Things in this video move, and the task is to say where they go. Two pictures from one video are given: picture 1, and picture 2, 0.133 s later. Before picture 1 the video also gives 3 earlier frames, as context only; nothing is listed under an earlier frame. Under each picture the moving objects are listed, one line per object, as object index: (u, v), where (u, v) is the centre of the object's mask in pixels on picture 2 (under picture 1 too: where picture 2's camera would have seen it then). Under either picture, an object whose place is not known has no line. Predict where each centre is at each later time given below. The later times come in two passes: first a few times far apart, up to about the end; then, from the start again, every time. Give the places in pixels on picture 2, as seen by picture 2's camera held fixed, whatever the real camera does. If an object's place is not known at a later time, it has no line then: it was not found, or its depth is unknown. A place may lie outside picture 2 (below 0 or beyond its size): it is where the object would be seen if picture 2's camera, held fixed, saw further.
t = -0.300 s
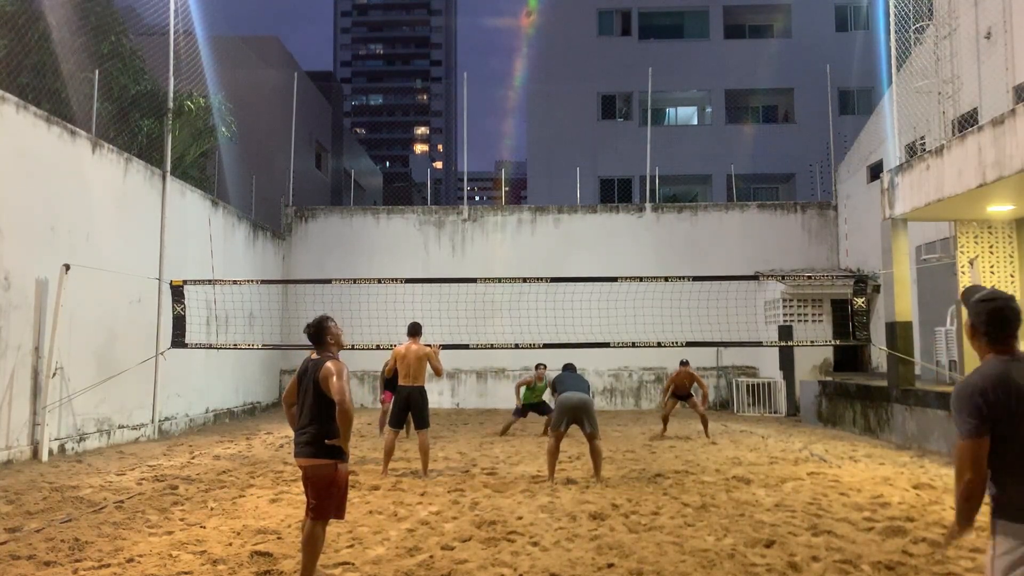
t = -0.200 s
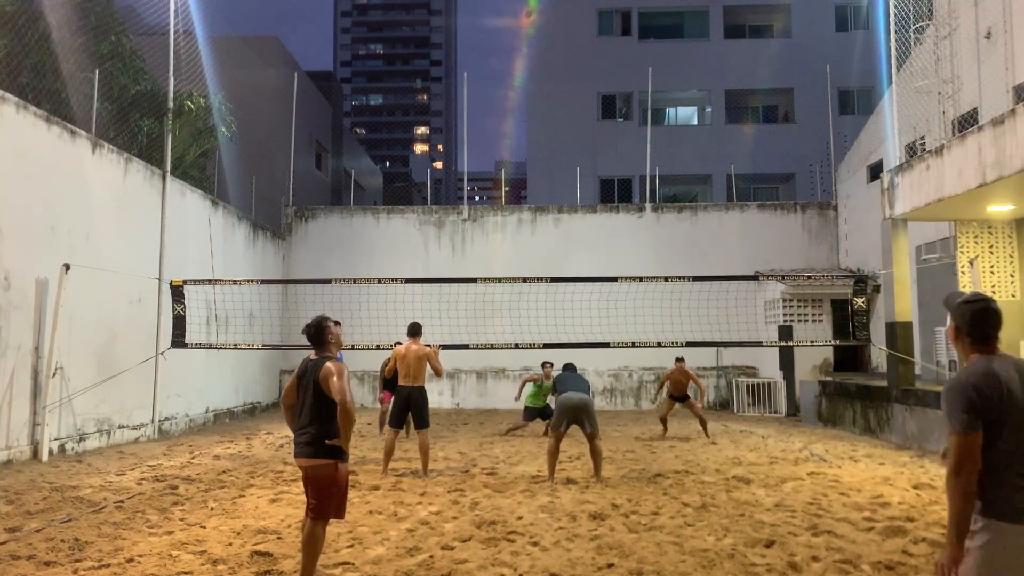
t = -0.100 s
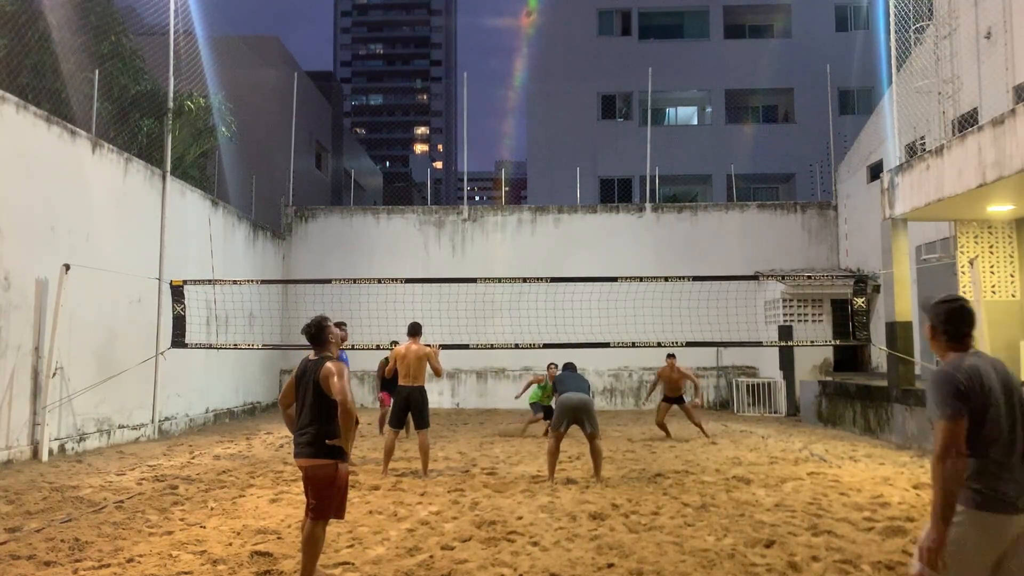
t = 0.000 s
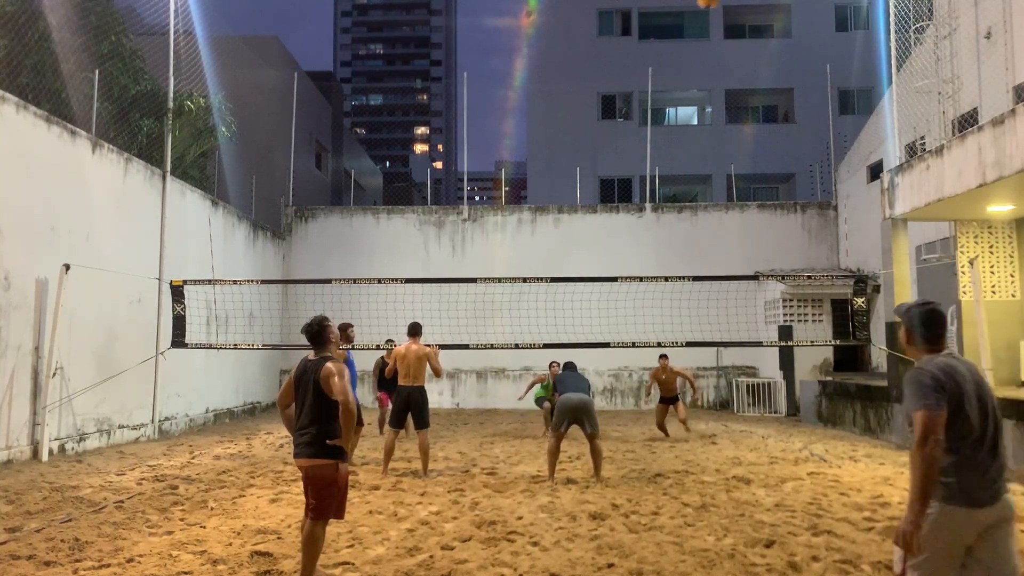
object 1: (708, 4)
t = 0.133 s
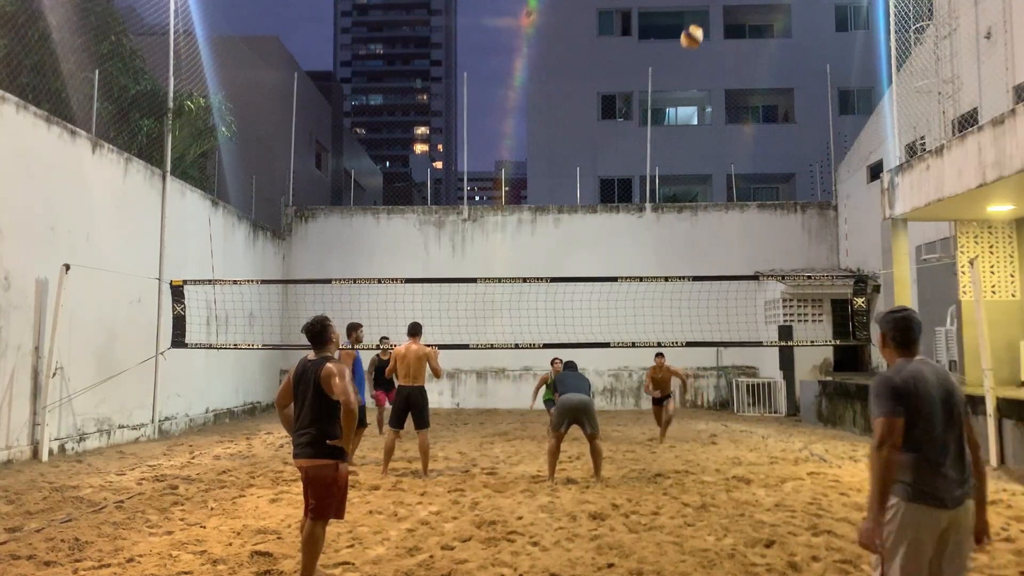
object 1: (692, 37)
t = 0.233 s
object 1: (681, 73)
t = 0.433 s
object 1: (662, 156)
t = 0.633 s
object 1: (649, 252)
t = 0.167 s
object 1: (688, 48)
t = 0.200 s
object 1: (685, 61)
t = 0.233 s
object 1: (681, 73)
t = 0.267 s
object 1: (678, 86)
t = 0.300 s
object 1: (675, 99)
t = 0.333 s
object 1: (671, 114)
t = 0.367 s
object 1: (668, 128)
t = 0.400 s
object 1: (665, 141)
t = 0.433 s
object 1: (662, 156)
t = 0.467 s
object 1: (660, 171)
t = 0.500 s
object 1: (658, 187)
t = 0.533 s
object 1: (656, 203)
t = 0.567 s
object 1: (653, 218)
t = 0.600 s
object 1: (651, 234)
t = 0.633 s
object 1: (649, 252)
